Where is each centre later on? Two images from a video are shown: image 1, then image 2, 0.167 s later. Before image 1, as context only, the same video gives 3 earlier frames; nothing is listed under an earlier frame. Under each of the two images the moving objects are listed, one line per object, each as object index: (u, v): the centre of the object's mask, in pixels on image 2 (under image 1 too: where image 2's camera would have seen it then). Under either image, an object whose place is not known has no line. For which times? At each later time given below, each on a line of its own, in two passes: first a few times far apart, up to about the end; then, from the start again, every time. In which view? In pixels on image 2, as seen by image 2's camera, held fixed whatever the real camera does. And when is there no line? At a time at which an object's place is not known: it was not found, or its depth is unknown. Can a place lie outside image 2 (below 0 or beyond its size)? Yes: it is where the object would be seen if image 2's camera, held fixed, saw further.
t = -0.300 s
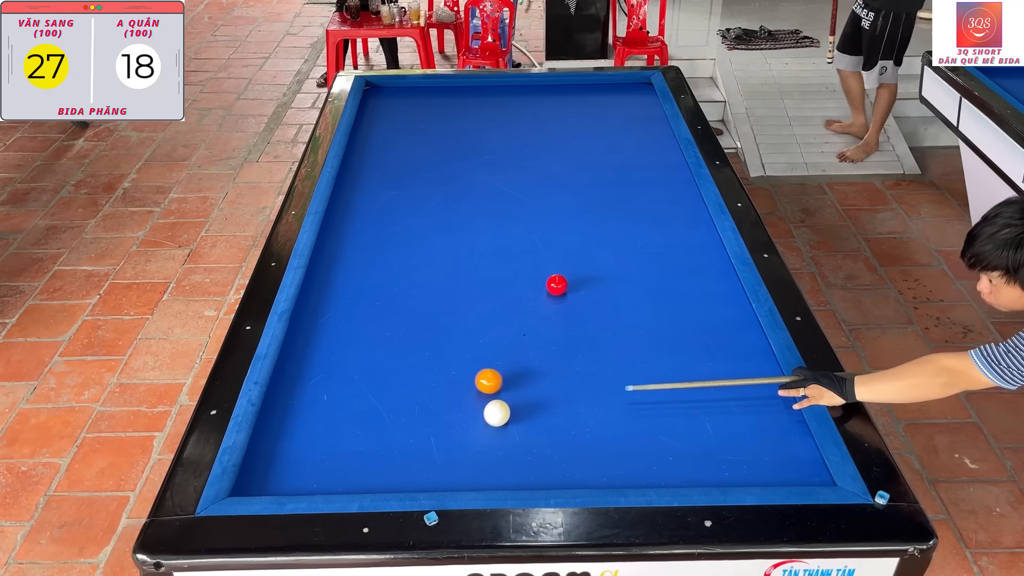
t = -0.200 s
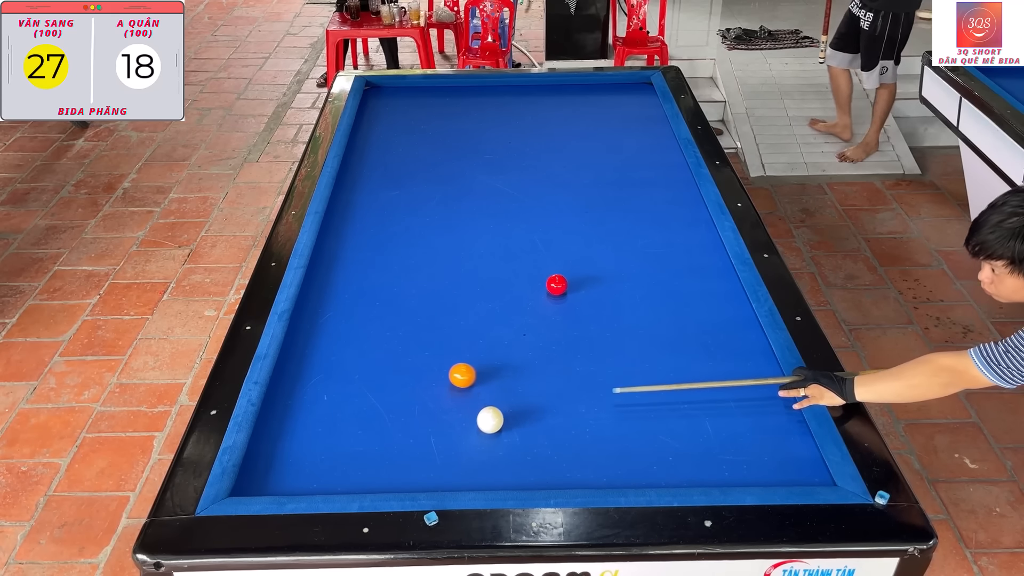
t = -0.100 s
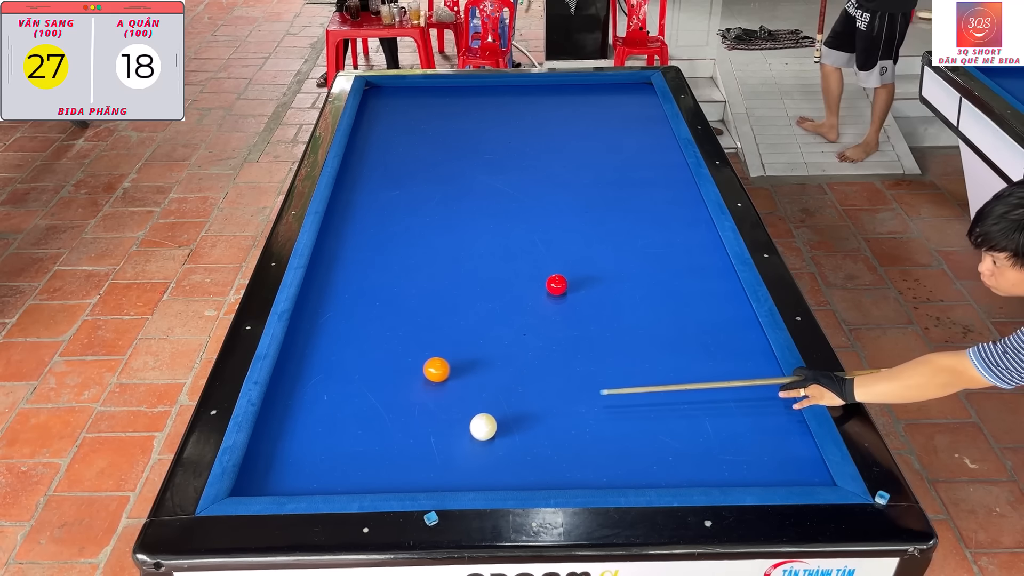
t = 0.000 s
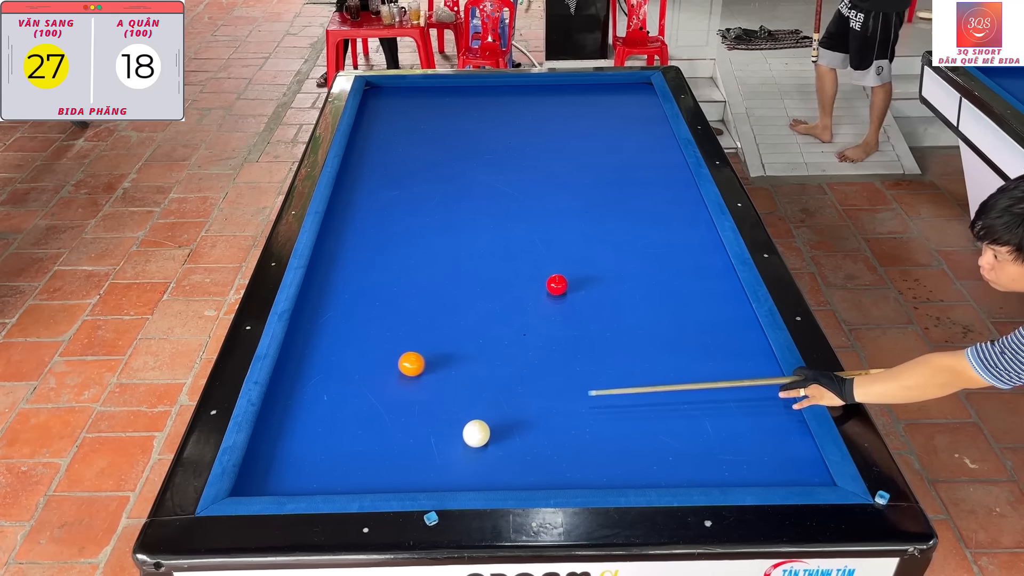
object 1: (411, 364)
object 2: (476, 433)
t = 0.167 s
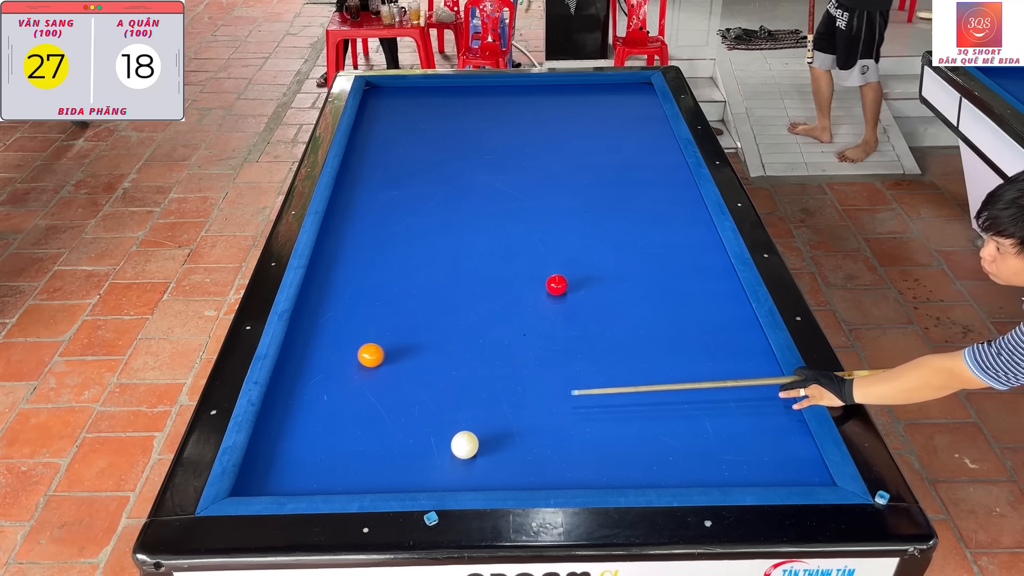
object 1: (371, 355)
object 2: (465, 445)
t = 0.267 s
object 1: (347, 350)
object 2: (457, 452)
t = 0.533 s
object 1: (301, 337)
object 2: (438, 470)
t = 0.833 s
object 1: (345, 326)
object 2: (418, 481)
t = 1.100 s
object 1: (378, 317)
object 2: (407, 474)
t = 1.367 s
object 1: (408, 309)
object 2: (396, 466)
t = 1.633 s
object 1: (437, 302)
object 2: (386, 460)
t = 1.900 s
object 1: (464, 294)
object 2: (378, 454)
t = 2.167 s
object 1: (490, 288)
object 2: (370, 448)
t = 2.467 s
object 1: (517, 280)
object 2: (363, 443)
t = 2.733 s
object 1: (539, 274)
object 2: (358, 439)
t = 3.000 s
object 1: (561, 268)
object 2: (354, 436)
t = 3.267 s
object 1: (580, 264)
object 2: (351, 432)
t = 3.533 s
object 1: (599, 259)
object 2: (350, 429)
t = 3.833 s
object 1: (619, 254)
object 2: (349, 426)
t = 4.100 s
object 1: (636, 250)
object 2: (349, 425)
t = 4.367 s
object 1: (651, 246)
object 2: (348, 425)
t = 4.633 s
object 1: (666, 242)
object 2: (348, 425)
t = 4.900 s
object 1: (679, 239)
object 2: (348, 425)
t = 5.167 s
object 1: (692, 236)
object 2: (348, 425)
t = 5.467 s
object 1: (705, 233)
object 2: (348, 425)
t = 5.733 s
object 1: (704, 231)
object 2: (348, 425)
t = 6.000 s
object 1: (698, 230)
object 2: (348, 425)
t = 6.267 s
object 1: (692, 228)
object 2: (348, 425)
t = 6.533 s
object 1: (687, 227)
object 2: (348, 425)
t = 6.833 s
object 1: (683, 226)
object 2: (348, 425)
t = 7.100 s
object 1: (680, 225)
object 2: (348, 425)
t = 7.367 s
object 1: (678, 225)
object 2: (348, 425)
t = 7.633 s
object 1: (676, 225)
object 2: (348, 425)
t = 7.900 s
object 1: (675, 225)
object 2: (348, 425)
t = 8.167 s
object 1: (676, 225)
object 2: (348, 425)
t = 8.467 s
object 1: (676, 225)
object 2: (348, 425)
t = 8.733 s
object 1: (676, 225)
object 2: (348, 425)
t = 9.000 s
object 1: (676, 225)
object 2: (348, 425)
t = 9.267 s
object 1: (676, 225)
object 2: (348, 425)
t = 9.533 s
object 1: (676, 225)
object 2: (348, 425)
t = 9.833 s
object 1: (676, 225)
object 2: (348, 425)
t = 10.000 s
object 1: (676, 225)
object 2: (348, 425)
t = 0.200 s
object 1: (363, 353)
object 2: (462, 447)
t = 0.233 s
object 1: (355, 351)
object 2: (460, 449)
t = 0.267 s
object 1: (347, 350)
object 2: (457, 452)
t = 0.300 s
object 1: (339, 348)
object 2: (455, 454)
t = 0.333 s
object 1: (332, 346)
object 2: (453, 456)
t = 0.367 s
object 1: (324, 345)
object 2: (450, 458)
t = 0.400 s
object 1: (316, 343)
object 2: (448, 461)
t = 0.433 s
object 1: (309, 341)
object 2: (445, 463)
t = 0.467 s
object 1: (302, 340)
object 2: (443, 465)
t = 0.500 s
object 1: (295, 338)
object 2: (440, 467)
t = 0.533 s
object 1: (301, 337)
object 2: (438, 470)
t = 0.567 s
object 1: (308, 336)
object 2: (436, 472)
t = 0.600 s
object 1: (313, 334)
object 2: (433, 474)
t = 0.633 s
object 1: (319, 333)
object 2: (431, 476)
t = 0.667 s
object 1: (324, 332)
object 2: (428, 478)
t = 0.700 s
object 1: (328, 331)
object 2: (426, 480)
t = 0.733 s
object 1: (332, 329)
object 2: (423, 481)
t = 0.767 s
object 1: (337, 328)
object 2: (421, 483)
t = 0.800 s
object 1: (341, 327)
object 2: (419, 482)
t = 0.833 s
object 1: (345, 326)
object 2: (418, 481)
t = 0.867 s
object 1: (349, 325)
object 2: (416, 481)
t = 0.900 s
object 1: (354, 324)
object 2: (415, 480)
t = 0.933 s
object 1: (358, 323)
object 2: (413, 479)
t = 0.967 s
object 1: (362, 322)
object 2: (412, 478)
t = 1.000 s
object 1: (366, 321)
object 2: (411, 477)
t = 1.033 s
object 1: (370, 320)
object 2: (409, 476)
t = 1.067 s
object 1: (374, 318)
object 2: (408, 475)
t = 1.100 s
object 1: (378, 317)
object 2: (407, 474)
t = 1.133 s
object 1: (382, 316)
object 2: (405, 473)
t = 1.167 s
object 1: (386, 315)
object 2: (404, 472)
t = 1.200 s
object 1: (390, 314)
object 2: (403, 471)
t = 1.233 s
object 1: (393, 313)
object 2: (401, 470)
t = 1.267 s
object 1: (397, 312)
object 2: (400, 469)
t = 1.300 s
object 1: (401, 311)
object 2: (399, 468)
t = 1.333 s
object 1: (405, 310)
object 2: (397, 467)
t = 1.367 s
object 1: (408, 309)
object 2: (396, 466)
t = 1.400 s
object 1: (412, 308)
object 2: (395, 466)
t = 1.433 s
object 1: (416, 307)
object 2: (393, 465)
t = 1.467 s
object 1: (419, 306)
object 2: (392, 464)
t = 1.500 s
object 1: (423, 305)
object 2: (391, 463)
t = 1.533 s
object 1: (427, 304)
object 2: (390, 462)
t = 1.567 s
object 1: (430, 303)
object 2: (389, 461)
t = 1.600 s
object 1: (434, 303)
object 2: (387, 460)
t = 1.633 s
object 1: (437, 302)
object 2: (386, 460)
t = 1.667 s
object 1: (441, 301)
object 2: (385, 459)
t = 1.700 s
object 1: (444, 300)
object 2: (384, 458)
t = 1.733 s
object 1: (448, 299)
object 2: (383, 457)
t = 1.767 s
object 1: (451, 298)
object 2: (382, 456)
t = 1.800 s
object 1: (454, 297)
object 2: (381, 456)
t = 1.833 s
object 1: (458, 296)
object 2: (380, 455)
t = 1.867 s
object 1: (461, 295)
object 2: (379, 454)
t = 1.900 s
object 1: (464, 294)
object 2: (378, 454)
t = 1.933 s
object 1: (467, 294)
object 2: (377, 453)
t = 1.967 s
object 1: (471, 293)
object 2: (376, 452)
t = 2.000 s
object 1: (474, 292)
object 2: (375, 452)
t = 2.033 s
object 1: (477, 291)
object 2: (374, 451)
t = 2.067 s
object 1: (480, 290)
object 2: (373, 450)
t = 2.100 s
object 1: (483, 289)
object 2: (372, 450)
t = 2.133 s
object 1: (486, 288)
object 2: (371, 449)
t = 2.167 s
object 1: (490, 288)
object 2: (370, 448)
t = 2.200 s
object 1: (493, 287)
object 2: (370, 448)
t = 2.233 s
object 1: (496, 286)
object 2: (369, 447)
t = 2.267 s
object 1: (499, 285)
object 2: (368, 447)
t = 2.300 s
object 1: (502, 284)
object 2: (367, 446)
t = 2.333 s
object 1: (505, 284)
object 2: (366, 445)
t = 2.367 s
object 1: (508, 283)
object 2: (366, 445)
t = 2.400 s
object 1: (511, 282)
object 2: (365, 444)
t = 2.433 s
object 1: (514, 281)
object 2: (364, 444)
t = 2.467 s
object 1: (517, 280)
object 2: (363, 443)
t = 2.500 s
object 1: (519, 280)
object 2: (363, 443)
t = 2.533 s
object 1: (522, 279)
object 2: (362, 442)
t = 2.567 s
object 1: (525, 278)
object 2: (361, 442)
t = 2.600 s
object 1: (528, 277)
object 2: (360, 441)
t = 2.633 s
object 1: (531, 277)
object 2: (360, 441)
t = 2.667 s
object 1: (533, 276)
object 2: (359, 440)
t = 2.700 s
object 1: (536, 275)
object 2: (358, 440)
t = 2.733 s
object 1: (539, 274)
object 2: (358, 439)
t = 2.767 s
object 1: (541, 273)
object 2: (357, 439)
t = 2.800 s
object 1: (544, 272)
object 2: (357, 438)
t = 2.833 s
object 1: (546, 271)
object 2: (356, 438)
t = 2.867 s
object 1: (549, 270)
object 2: (355, 437)
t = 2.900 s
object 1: (552, 269)
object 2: (355, 437)
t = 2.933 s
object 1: (555, 268)
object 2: (355, 436)
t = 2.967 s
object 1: (558, 268)
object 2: (354, 436)
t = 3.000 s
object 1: (561, 268)
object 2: (354, 436)
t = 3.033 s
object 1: (563, 268)
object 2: (353, 435)
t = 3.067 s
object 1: (566, 267)
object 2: (353, 435)
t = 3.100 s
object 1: (568, 267)
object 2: (352, 434)
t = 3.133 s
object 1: (570, 267)
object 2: (352, 434)
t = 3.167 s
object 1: (573, 266)
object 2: (352, 433)
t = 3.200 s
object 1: (575, 265)
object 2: (351, 433)
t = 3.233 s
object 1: (578, 265)
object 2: (351, 433)
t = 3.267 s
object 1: (580, 264)
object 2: (351, 432)
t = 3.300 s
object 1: (583, 264)
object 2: (351, 432)
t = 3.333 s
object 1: (585, 263)
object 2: (351, 431)
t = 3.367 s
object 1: (587, 262)
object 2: (350, 431)
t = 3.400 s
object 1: (590, 262)
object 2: (350, 431)
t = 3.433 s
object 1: (592, 261)
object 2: (350, 430)
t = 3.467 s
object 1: (594, 260)
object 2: (350, 430)
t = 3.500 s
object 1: (597, 260)
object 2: (350, 429)
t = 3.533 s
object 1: (599, 259)
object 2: (350, 429)
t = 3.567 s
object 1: (601, 259)
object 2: (350, 429)
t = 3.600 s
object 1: (604, 258)
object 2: (349, 428)
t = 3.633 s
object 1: (606, 258)
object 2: (349, 428)
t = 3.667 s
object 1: (608, 257)
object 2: (349, 428)
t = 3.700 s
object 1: (610, 256)
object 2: (349, 427)
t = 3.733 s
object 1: (613, 256)
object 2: (349, 427)
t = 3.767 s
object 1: (615, 255)
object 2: (349, 427)
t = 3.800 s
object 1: (617, 255)
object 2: (349, 427)
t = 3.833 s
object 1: (619, 254)
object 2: (349, 426)
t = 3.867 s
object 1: (621, 254)
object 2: (349, 426)
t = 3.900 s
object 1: (623, 253)
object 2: (349, 426)
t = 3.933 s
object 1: (626, 253)
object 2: (349, 426)
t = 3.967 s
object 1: (628, 252)
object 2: (349, 426)
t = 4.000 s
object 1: (629, 251)
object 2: (349, 425)
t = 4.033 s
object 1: (632, 251)
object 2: (349, 425)
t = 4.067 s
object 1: (634, 250)
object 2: (349, 425)
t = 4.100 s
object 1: (636, 250)
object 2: (349, 425)
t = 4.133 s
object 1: (638, 249)
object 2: (348, 425)
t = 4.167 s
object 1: (640, 249)
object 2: (348, 425)
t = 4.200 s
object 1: (642, 248)
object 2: (348, 425)
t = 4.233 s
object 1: (644, 248)
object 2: (348, 425)
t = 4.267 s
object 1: (645, 247)
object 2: (348, 425)
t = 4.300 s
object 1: (647, 247)
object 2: (348, 425)
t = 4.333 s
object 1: (649, 246)
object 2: (348, 425)
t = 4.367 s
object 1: (651, 246)
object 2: (348, 425)
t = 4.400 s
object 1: (653, 245)
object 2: (348, 425)
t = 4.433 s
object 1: (655, 245)
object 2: (348, 425)
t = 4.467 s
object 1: (657, 244)
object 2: (348, 425)
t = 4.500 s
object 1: (658, 244)
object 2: (348, 425)
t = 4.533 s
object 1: (660, 243)
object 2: (348, 425)
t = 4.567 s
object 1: (662, 243)
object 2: (348, 425)
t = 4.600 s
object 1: (664, 242)
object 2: (348, 425)
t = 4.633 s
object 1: (666, 242)
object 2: (348, 425)
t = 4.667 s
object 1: (667, 242)
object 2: (348, 425)
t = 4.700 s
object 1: (669, 241)
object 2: (348, 425)
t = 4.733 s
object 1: (671, 241)
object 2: (348, 425)
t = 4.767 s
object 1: (672, 240)
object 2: (348, 425)
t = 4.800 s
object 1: (674, 240)
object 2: (348, 425)
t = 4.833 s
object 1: (676, 240)
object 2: (348, 425)
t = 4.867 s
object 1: (677, 239)
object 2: (348, 425)
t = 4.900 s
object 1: (679, 239)
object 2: (348, 425)
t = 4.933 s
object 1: (681, 238)
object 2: (348, 425)
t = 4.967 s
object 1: (682, 238)
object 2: (348, 425)
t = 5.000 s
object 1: (684, 238)
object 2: (348, 425)
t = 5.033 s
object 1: (686, 237)
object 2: (348, 425)
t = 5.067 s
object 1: (687, 237)
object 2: (348, 425)
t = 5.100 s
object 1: (689, 236)
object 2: (348, 425)
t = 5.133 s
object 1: (690, 236)
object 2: (348, 425)
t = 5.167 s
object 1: (692, 236)
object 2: (348, 425)
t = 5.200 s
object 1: (693, 235)
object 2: (348, 425)
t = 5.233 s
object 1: (695, 235)
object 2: (348, 425)
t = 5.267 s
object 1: (696, 235)
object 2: (348, 425)
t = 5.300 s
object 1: (698, 234)
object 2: (348, 425)
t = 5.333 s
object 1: (699, 234)
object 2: (348, 425)
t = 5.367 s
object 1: (700, 234)
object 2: (348, 425)
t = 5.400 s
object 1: (702, 233)
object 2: (348, 425)
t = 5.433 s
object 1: (703, 233)
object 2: (348, 425)
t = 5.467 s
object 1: (705, 233)
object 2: (348, 425)
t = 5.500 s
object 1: (706, 232)
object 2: (348, 425)
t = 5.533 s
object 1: (707, 232)
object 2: (348, 425)
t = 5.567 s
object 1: (708, 232)
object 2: (348, 425)
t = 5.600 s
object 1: (707, 231)
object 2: (348, 425)
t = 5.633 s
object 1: (707, 231)
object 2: (348, 425)
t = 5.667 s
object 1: (706, 231)
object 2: (348, 425)
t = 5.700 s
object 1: (705, 231)
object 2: (348, 425)
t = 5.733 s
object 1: (704, 231)
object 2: (348, 425)
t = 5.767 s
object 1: (703, 231)
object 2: (348, 425)
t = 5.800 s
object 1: (702, 230)
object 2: (348, 425)
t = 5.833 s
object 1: (701, 230)
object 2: (348, 425)
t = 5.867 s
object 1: (701, 230)
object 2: (348, 425)
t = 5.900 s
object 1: (700, 230)
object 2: (348, 425)
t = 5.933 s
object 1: (699, 230)
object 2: (348, 425)
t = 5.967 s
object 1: (698, 230)
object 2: (348, 425)
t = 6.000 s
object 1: (698, 230)
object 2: (348, 425)
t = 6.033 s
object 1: (697, 229)
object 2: (348, 425)
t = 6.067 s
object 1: (696, 229)
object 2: (348, 425)
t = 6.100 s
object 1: (695, 229)
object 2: (348, 425)
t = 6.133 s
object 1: (695, 229)
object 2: (348, 425)
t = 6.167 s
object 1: (694, 229)
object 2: (348, 425)
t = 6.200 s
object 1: (693, 229)
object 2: (348, 425)
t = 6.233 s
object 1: (692, 228)
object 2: (348, 425)
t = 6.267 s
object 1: (692, 228)
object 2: (348, 425)
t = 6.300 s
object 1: (691, 228)
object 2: (348, 425)
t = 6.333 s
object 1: (691, 228)
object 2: (348, 425)
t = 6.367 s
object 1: (690, 228)
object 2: (348, 425)
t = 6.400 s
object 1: (689, 228)
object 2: (348, 425)
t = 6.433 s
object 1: (689, 228)
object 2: (348, 425)
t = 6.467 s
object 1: (688, 227)
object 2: (348, 425)
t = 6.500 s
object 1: (688, 227)
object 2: (348, 425)
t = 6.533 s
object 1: (687, 227)
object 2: (348, 425)
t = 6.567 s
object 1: (687, 227)
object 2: (348, 425)
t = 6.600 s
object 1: (686, 227)
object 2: (348, 425)
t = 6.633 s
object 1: (686, 227)
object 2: (348, 425)
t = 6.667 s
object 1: (685, 227)
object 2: (348, 425)
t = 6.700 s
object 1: (684, 227)
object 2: (348, 425)
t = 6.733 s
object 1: (684, 227)
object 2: (348, 425)
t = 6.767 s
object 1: (684, 227)
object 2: (348, 425)
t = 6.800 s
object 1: (683, 226)
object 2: (348, 425)
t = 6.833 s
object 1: (683, 226)
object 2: (348, 425)
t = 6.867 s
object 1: (682, 226)
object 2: (348, 425)
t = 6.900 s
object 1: (682, 226)
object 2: (348, 425)
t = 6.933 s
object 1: (682, 226)
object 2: (348, 425)
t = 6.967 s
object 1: (681, 226)
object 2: (348, 425)
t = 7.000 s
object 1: (681, 226)
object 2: (348, 425)
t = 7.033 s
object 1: (680, 226)
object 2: (348, 425)
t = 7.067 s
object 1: (680, 226)
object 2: (348, 425)
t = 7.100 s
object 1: (680, 225)
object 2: (348, 425)
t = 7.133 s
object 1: (679, 225)
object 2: (348, 425)
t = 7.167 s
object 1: (679, 225)
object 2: (348, 425)
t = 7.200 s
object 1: (679, 225)
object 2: (348, 425)
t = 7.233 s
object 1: (679, 225)
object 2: (348, 425)
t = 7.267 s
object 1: (678, 225)
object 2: (348, 425)
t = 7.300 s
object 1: (678, 225)
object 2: (348, 425)
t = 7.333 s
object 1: (678, 225)
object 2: (348, 425)
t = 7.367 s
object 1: (678, 225)
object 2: (348, 425)
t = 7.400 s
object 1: (677, 225)
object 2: (348, 425)
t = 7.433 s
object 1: (677, 225)
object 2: (348, 425)
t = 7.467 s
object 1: (677, 225)
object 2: (348, 425)
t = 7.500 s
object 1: (677, 225)
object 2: (348, 425)
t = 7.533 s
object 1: (677, 225)
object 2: (348, 425)
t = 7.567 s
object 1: (677, 225)
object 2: (348, 425)
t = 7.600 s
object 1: (676, 225)
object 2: (348, 425)
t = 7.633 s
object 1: (676, 225)
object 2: (348, 425)
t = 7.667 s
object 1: (676, 225)
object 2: (348, 425)
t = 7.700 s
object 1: (676, 225)
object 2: (348, 425)
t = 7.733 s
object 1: (676, 225)
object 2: (348, 425)
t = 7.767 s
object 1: (676, 225)
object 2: (348, 425)
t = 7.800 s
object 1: (676, 225)
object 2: (348, 425)
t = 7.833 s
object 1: (676, 225)
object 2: (348, 425)
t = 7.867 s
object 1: (676, 225)
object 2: (348, 425)
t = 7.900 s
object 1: (675, 225)
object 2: (348, 425)
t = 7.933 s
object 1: (676, 225)
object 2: (348, 425)
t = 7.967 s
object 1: (675, 225)
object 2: (348, 425)
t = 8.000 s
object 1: (676, 225)
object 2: (348, 425)
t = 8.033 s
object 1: (676, 224)
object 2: (348, 425)
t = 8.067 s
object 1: (676, 225)
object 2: (348, 425)
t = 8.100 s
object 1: (676, 224)
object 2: (348, 425)
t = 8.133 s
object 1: (676, 225)
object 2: (348, 425)
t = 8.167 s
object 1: (676, 225)
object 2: (348, 425)
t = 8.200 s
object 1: (676, 225)
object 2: (348, 425)
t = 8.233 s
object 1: (676, 225)
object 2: (348, 425)
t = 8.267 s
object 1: (676, 225)
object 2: (348, 425)
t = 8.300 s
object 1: (676, 225)
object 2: (348, 425)
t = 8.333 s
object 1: (676, 225)
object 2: (348, 425)
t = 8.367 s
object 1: (676, 225)
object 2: (348, 425)
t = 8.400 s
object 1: (676, 225)
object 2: (348, 425)
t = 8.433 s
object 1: (676, 225)
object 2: (348, 425)
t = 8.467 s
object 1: (676, 225)
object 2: (348, 425)
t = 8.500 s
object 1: (676, 225)
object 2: (348, 425)
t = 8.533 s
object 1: (676, 225)
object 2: (348, 425)
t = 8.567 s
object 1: (676, 225)
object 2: (348, 425)
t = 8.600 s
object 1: (676, 225)
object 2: (348, 425)
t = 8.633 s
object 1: (676, 225)
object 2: (348, 425)
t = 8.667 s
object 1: (676, 225)
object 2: (348, 425)
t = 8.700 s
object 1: (676, 225)
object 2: (348, 425)
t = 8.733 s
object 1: (676, 225)
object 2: (348, 425)
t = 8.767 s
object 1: (676, 225)
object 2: (348, 425)
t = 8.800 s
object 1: (676, 225)
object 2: (348, 425)
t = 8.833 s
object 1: (676, 225)
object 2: (348, 425)
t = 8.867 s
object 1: (676, 225)
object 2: (348, 425)
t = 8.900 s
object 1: (676, 225)
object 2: (348, 425)
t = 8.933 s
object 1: (676, 225)
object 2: (348, 425)
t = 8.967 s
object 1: (676, 225)
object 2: (348, 425)
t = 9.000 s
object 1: (676, 225)
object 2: (348, 425)
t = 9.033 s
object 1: (676, 225)
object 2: (348, 425)
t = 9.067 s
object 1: (676, 225)
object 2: (348, 425)
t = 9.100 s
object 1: (676, 225)
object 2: (348, 425)
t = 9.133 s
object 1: (676, 225)
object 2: (348, 425)
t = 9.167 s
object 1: (676, 225)
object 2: (348, 425)
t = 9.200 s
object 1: (676, 225)
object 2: (348, 425)
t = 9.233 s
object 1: (676, 225)
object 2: (348, 425)
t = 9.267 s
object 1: (676, 225)
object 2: (348, 425)
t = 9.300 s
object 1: (676, 225)
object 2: (348, 425)
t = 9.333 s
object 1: (676, 225)
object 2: (348, 425)
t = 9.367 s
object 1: (676, 225)
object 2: (348, 425)
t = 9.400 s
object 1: (676, 225)
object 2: (348, 425)
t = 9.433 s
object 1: (676, 225)
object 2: (348, 425)
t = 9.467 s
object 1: (676, 225)
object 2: (348, 425)
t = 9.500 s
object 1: (676, 225)
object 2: (348, 425)
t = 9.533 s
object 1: (676, 225)
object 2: (348, 425)
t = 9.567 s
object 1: (676, 225)
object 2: (348, 425)
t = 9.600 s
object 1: (676, 225)
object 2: (348, 425)
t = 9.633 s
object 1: (676, 225)
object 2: (348, 425)
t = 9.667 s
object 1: (676, 225)
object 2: (348, 425)
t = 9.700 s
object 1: (676, 225)
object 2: (348, 425)
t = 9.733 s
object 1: (676, 225)
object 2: (348, 425)
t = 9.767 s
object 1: (676, 225)
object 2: (348, 425)
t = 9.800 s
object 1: (676, 225)
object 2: (348, 425)
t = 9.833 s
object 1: (676, 225)
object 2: (348, 425)
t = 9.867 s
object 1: (676, 225)
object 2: (348, 425)
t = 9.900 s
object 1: (676, 225)
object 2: (348, 425)
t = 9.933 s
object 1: (676, 225)
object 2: (348, 425)
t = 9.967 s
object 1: (676, 225)
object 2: (348, 425)
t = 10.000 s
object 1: (676, 225)
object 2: (348, 425)
